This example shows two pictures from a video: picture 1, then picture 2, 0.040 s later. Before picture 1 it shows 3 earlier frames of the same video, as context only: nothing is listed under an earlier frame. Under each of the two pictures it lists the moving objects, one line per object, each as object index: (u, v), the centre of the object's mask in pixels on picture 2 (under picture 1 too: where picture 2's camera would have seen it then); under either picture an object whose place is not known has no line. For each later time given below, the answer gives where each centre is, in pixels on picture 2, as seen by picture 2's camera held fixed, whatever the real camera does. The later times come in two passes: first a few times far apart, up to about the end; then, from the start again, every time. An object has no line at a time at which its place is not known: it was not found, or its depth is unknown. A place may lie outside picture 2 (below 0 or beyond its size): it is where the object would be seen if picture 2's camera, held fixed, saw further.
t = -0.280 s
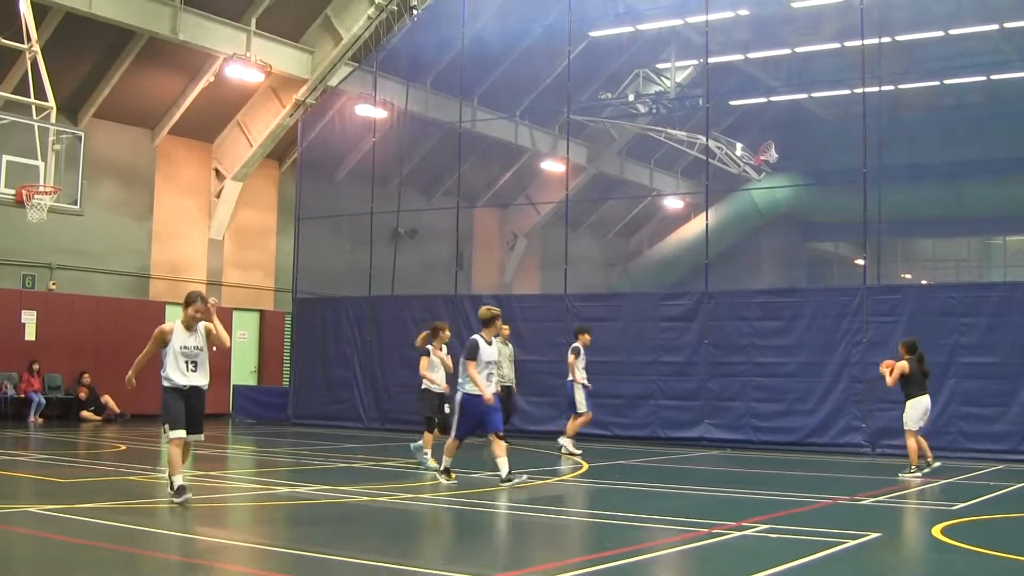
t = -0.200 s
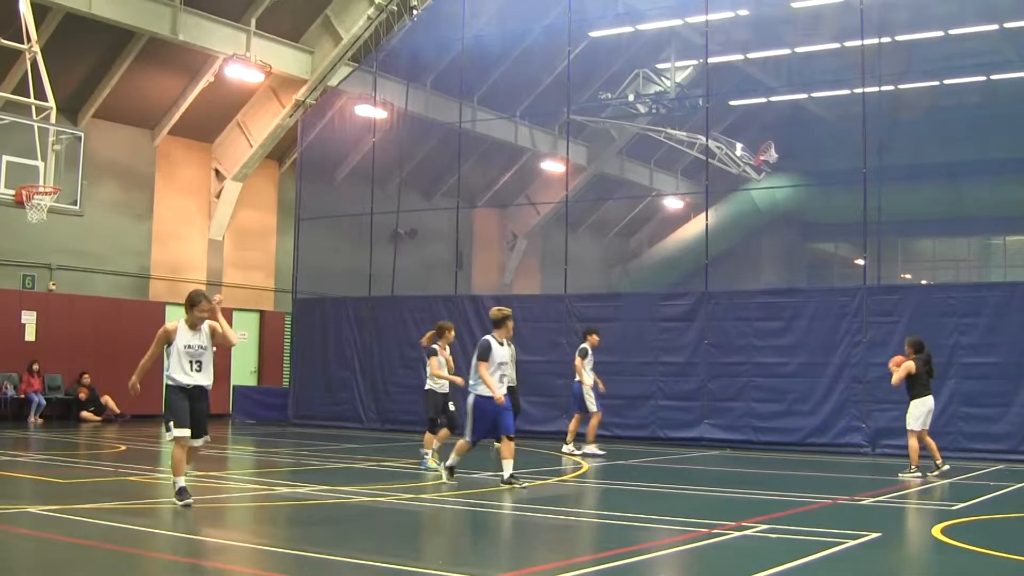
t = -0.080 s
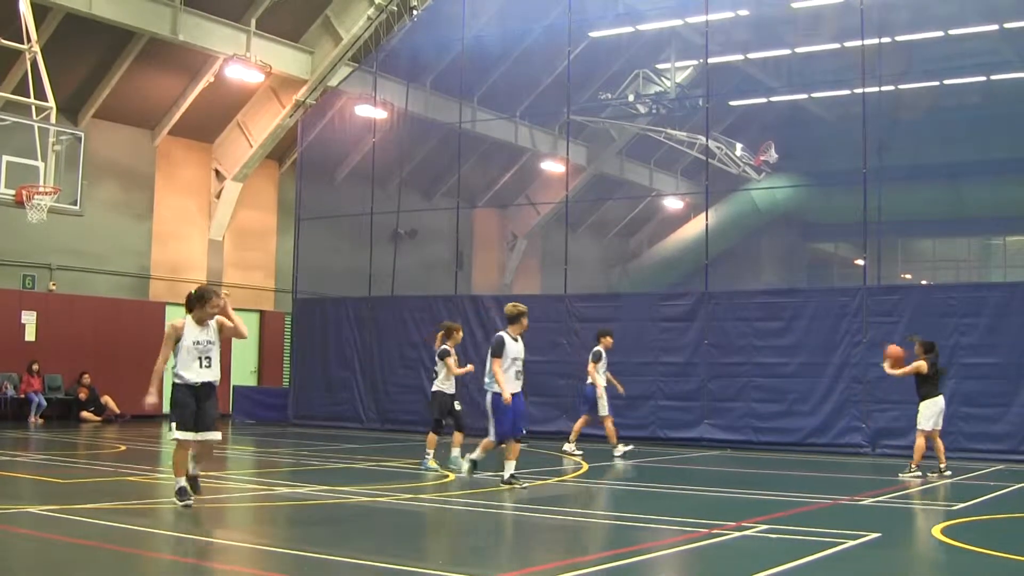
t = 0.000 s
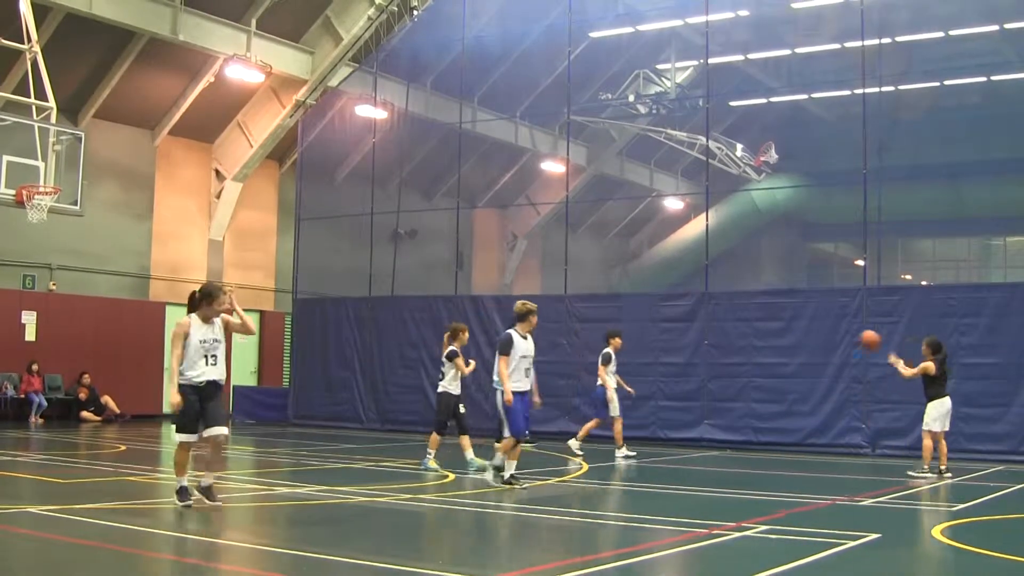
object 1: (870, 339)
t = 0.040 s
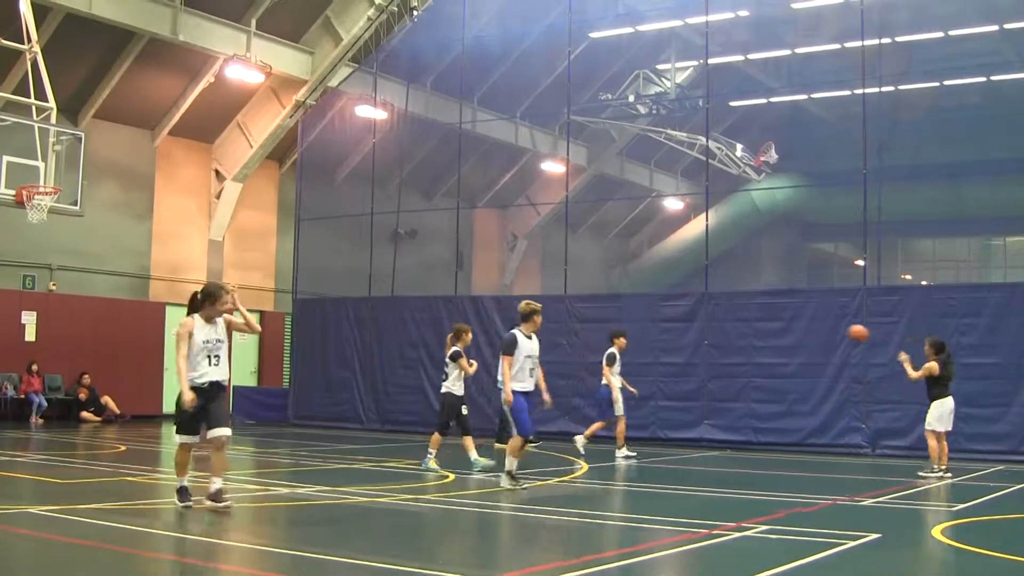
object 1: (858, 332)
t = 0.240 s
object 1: (801, 326)
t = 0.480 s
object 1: (739, 359)
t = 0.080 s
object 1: (847, 329)
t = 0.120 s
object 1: (835, 327)
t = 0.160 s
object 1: (823, 325)
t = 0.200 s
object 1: (811, 324)
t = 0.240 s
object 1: (801, 326)
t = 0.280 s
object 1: (790, 328)
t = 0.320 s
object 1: (780, 331)
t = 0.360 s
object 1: (769, 336)
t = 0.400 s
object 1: (759, 342)
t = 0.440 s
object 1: (749, 350)
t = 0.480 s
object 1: (739, 359)
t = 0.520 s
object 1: (729, 368)
